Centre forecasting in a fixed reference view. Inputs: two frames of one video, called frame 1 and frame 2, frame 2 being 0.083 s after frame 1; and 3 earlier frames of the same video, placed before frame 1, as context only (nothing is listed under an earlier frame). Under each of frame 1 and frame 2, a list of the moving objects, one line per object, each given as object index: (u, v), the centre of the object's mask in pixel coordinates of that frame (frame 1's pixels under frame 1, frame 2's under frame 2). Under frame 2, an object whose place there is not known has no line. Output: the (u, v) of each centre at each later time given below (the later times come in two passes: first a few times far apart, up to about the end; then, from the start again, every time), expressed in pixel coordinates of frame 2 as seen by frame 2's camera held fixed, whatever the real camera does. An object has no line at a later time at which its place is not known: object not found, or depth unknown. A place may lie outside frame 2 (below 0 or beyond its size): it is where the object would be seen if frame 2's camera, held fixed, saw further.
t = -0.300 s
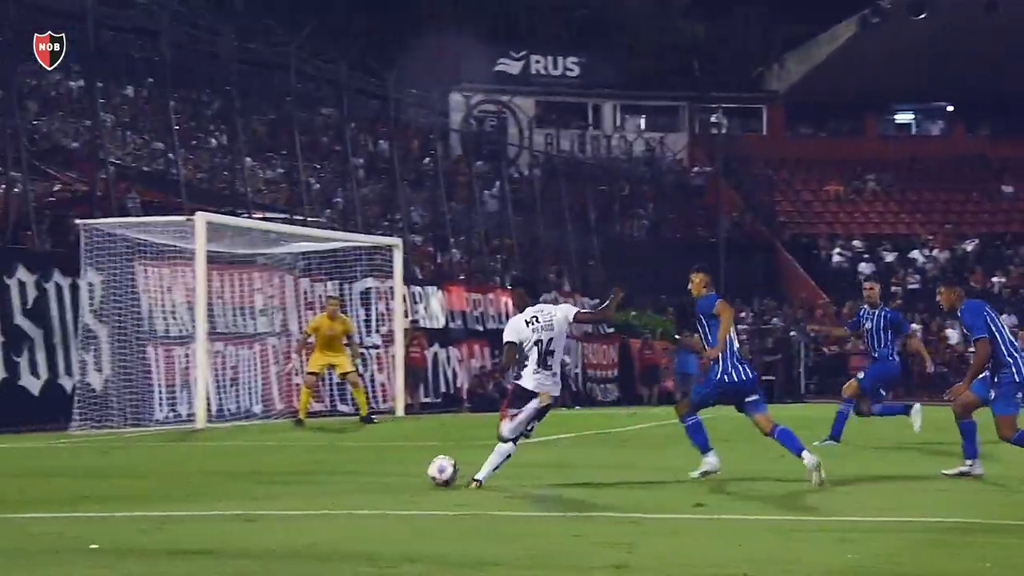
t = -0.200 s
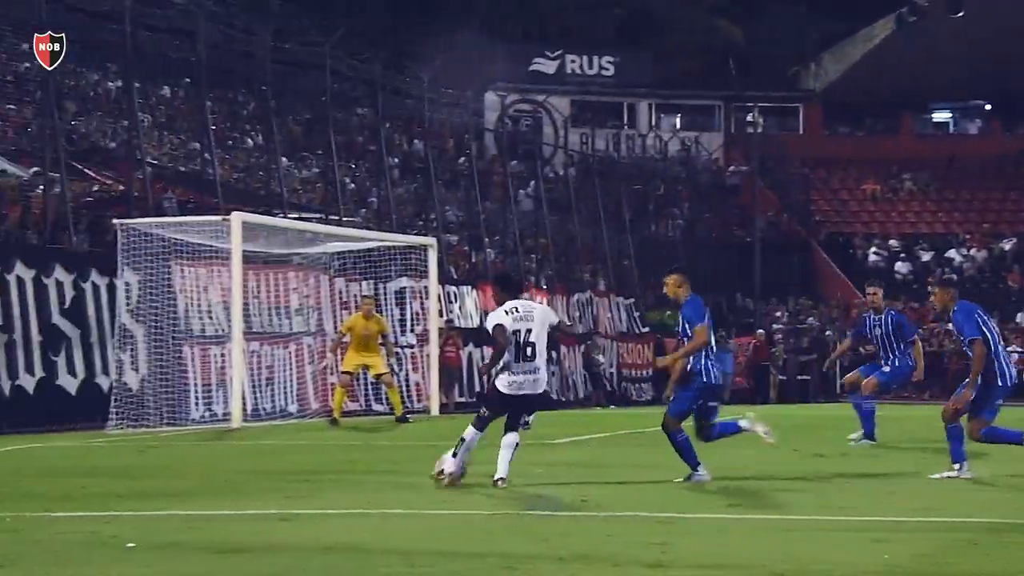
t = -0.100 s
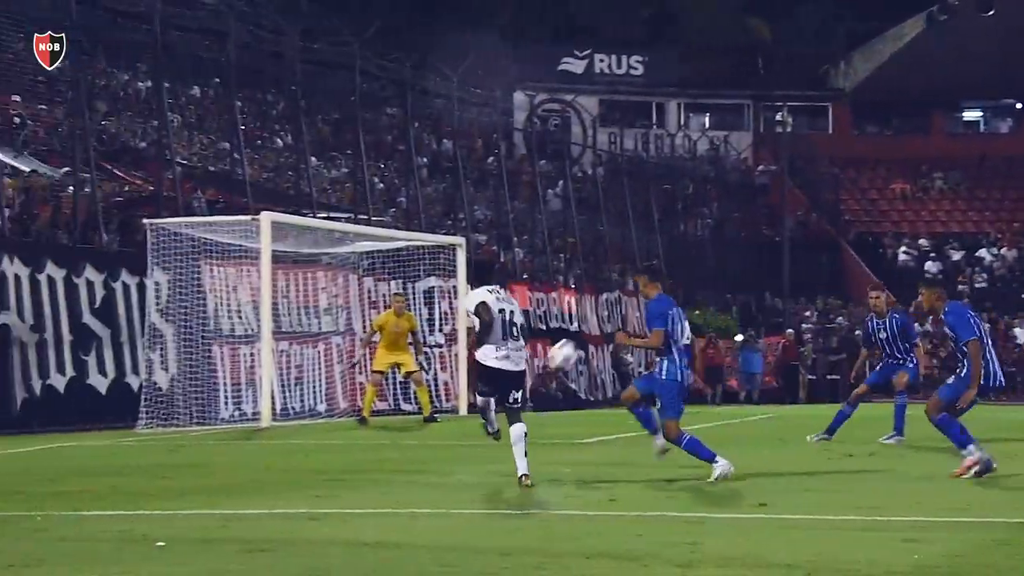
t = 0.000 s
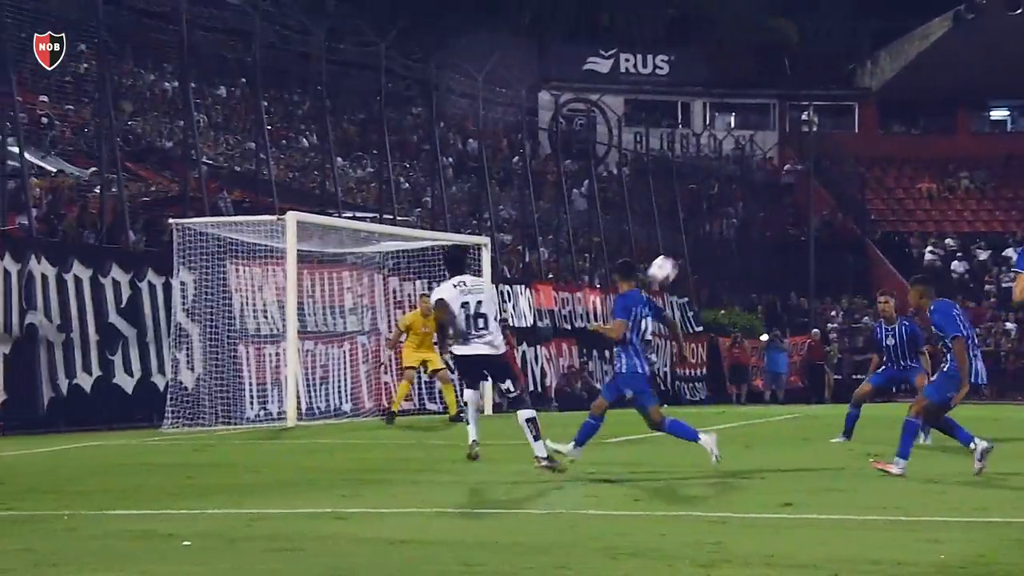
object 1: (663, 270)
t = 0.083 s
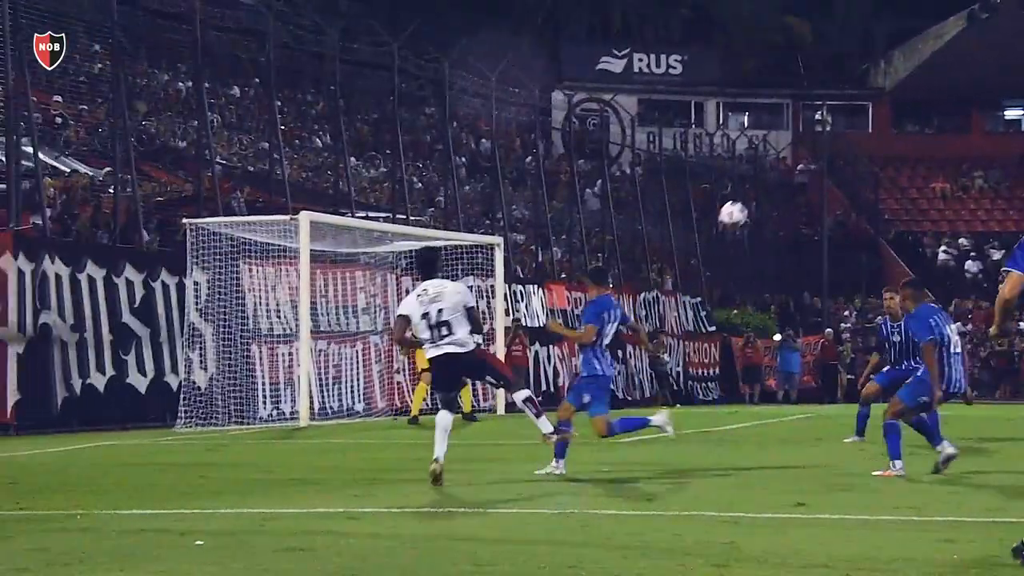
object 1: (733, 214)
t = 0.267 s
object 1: (847, 127)
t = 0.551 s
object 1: (1009, 67)
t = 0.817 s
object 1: (1149, 73)
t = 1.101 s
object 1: (1289, 133)
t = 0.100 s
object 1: (743, 204)
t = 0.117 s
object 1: (754, 196)
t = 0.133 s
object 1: (765, 186)
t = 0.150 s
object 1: (776, 177)
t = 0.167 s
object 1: (787, 168)
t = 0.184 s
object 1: (797, 161)
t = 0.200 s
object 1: (807, 154)
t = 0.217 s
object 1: (817, 147)
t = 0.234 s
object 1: (827, 140)
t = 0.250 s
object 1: (837, 133)
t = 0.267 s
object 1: (847, 127)
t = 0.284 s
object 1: (857, 121)
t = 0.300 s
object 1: (868, 116)
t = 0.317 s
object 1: (877, 111)
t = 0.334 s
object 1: (887, 106)
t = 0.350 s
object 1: (897, 102)
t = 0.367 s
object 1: (906, 97)
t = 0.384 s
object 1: (916, 93)
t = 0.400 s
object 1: (926, 89)
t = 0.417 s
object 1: (935, 85)
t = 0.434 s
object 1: (945, 82)
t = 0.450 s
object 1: (954, 80)
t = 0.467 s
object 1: (963, 77)
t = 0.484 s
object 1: (972, 75)
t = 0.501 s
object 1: (982, 72)
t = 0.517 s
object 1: (991, 70)
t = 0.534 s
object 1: (1000, 68)
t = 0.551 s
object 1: (1009, 67)
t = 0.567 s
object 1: (1018, 66)
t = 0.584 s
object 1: (1027, 65)
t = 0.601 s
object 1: (1036, 64)
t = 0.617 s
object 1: (1045, 63)
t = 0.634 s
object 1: (1054, 63)
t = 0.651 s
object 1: (1063, 62)
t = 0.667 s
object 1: (1071, 63)
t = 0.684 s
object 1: (1080, 63)
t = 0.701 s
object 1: (1088, 64)
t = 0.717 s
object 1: (1097, 65)
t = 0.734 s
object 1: (1106, 65)
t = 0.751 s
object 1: (1114, 67)
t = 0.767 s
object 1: (1123, 68)
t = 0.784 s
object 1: (1131, 70)
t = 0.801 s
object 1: (1140, 71)
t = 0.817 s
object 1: (1149, 73)
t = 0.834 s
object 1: (1157, 75)
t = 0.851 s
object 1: (1165, 78)
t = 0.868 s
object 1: (1173, 80)
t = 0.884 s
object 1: (1182, 82)
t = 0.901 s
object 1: (1190, 85)
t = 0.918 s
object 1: (1198, 88)
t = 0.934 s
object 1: (1207, 92)
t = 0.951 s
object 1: (1215, 95)
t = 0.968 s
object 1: (1221, 98)
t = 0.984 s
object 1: (1229, 102)
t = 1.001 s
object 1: (1237, 106)
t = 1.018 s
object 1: (1248, 111)
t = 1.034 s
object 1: (1255, 114)
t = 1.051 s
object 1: (1263, 119)
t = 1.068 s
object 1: (1271, 123)
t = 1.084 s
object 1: (1280, 128)
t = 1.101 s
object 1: (1289, 133)
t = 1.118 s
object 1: (1295, 138)
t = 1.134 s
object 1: (1304, 143)
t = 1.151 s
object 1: (1312, 149)
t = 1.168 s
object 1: (1320, 155)
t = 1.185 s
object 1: (1328, 161)
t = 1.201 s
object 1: (1336, 167)
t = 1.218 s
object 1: (1344, 173)
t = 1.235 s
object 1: (1352, 179)
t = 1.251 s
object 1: (1361, 186)
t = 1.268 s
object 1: (1368, 192)
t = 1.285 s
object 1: (1376, 199)
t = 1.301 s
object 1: (1384, 206)
